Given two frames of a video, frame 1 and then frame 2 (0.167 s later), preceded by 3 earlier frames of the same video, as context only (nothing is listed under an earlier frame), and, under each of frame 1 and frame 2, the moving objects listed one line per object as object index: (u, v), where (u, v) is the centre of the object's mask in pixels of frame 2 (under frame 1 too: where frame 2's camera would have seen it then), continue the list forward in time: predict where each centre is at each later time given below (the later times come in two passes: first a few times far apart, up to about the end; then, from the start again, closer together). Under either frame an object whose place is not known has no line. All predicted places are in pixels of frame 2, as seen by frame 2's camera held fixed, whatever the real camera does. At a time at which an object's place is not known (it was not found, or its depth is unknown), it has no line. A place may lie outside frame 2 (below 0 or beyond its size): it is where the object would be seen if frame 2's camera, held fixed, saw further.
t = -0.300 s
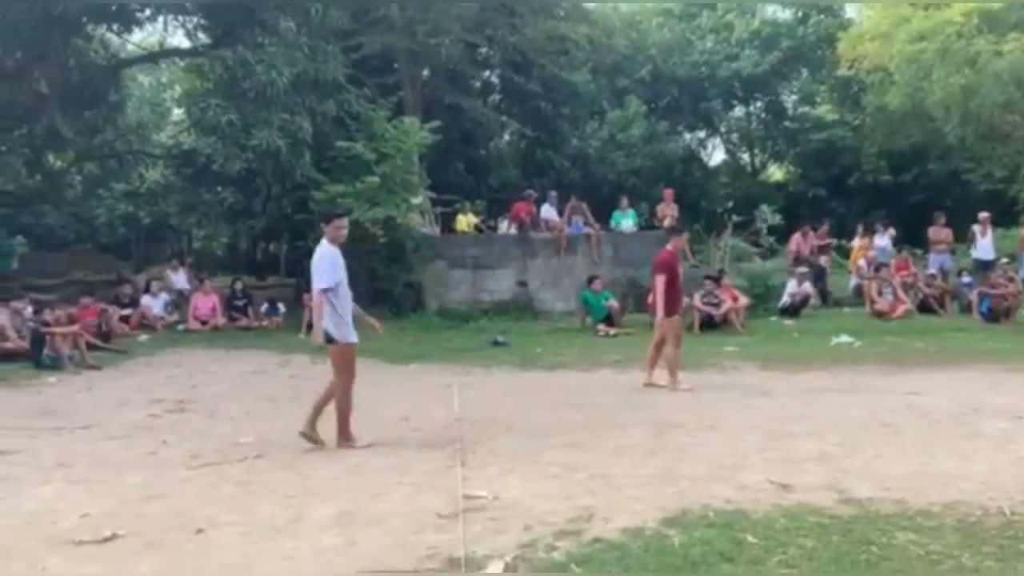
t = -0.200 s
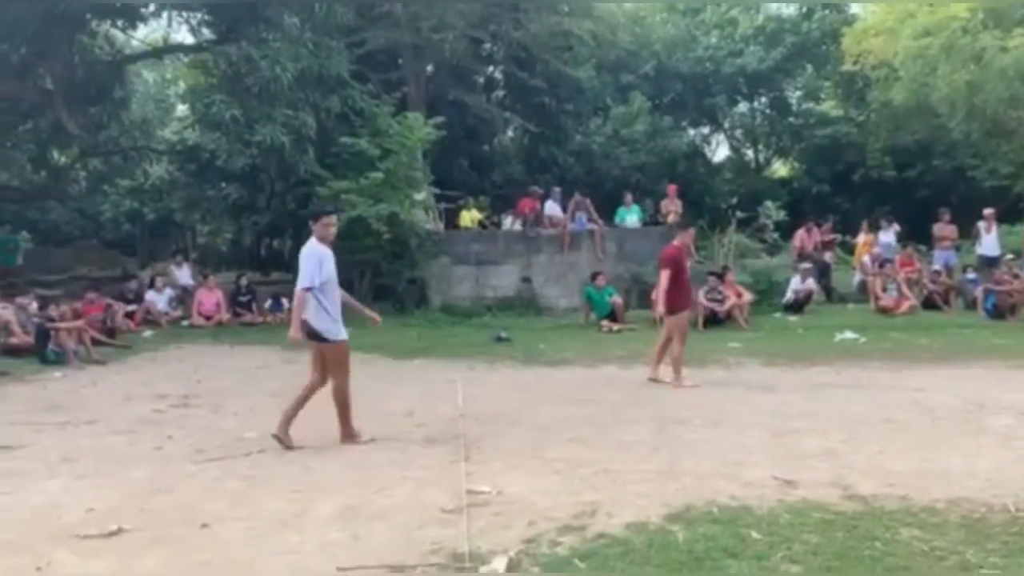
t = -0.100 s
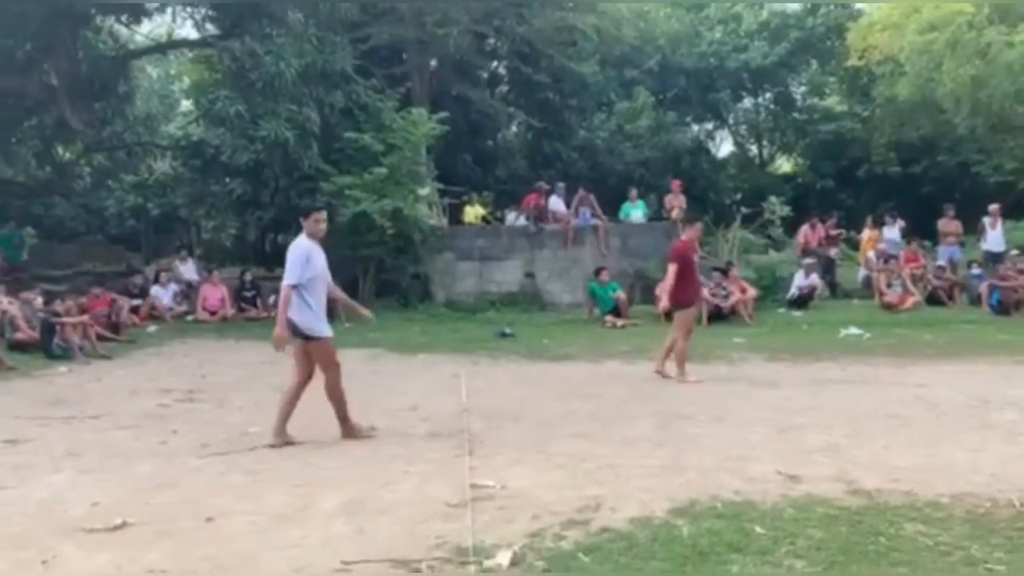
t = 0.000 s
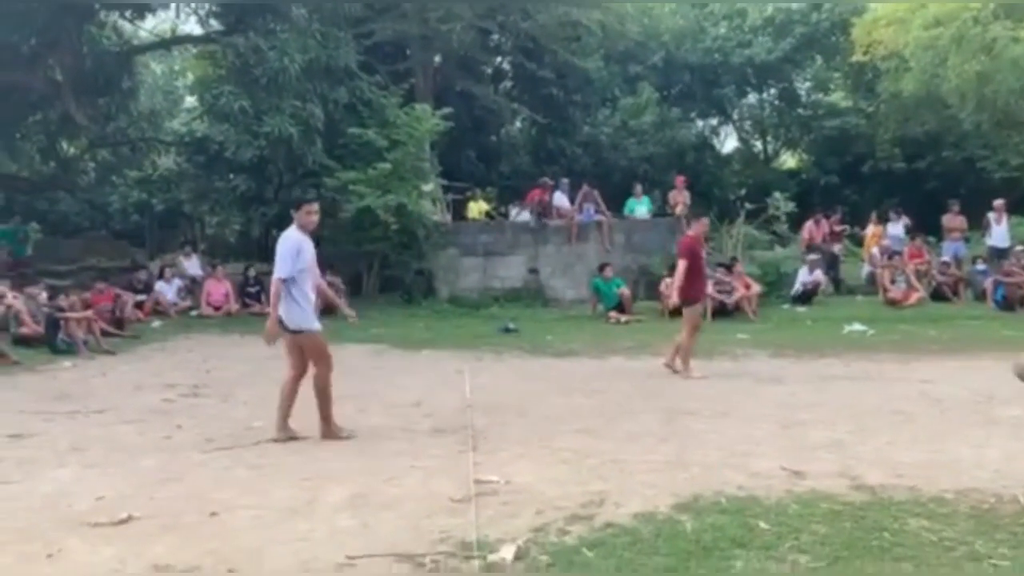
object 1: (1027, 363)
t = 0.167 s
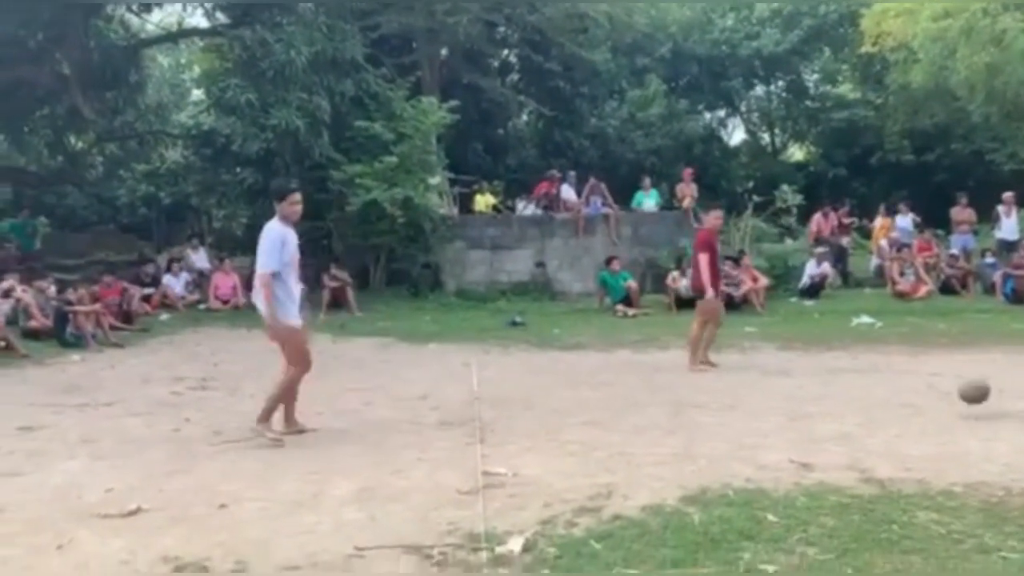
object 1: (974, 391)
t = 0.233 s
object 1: (947, 404)
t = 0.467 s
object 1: (850, 386)
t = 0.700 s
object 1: (744, 414)
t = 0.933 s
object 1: (629, 410)
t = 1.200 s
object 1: (489, 421)
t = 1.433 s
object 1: (362, 442)
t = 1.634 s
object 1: (248, 445)
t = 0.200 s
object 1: (961, 402)
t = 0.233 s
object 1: (947, 404)
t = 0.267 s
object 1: (934, 396)
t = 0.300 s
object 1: (920, 391)
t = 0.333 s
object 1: (906, 388)
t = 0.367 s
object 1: (893, 384)
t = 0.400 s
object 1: (878, 382)
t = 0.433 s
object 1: (864, 384)
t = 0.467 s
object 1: (850, 386)
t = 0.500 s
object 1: (836, 391)
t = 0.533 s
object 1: (821, 395)
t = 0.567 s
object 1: (805, 402)
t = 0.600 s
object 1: (790, 411)
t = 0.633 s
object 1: (775, 422)
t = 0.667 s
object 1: (760, 420)
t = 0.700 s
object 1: (744, 414)
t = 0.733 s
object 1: (728, 407)
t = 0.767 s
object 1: (712, 403)
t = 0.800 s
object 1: (695, 401)
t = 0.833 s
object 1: (679, 400)
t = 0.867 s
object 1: (662, 403)
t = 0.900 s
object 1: (646, 406)
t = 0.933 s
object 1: (629, 410)
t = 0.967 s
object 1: (612, 417)
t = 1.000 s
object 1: (595, 425)
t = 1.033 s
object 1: (578, 437)
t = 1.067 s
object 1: (560, 435)
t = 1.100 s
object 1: (543, 428)
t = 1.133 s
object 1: (525, 424)
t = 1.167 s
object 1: (507, 421)
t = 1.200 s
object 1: (489, 421)
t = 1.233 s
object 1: (471, 423)
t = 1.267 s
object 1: (453, 427)
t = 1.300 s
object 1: (436, 431)
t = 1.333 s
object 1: (417, 438)
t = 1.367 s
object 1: (399, 449)
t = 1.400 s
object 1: (380, 449)
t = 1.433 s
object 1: (362, 442)
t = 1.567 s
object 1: (287, 436)
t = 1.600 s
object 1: (268, 437)
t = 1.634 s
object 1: (248, 445)
